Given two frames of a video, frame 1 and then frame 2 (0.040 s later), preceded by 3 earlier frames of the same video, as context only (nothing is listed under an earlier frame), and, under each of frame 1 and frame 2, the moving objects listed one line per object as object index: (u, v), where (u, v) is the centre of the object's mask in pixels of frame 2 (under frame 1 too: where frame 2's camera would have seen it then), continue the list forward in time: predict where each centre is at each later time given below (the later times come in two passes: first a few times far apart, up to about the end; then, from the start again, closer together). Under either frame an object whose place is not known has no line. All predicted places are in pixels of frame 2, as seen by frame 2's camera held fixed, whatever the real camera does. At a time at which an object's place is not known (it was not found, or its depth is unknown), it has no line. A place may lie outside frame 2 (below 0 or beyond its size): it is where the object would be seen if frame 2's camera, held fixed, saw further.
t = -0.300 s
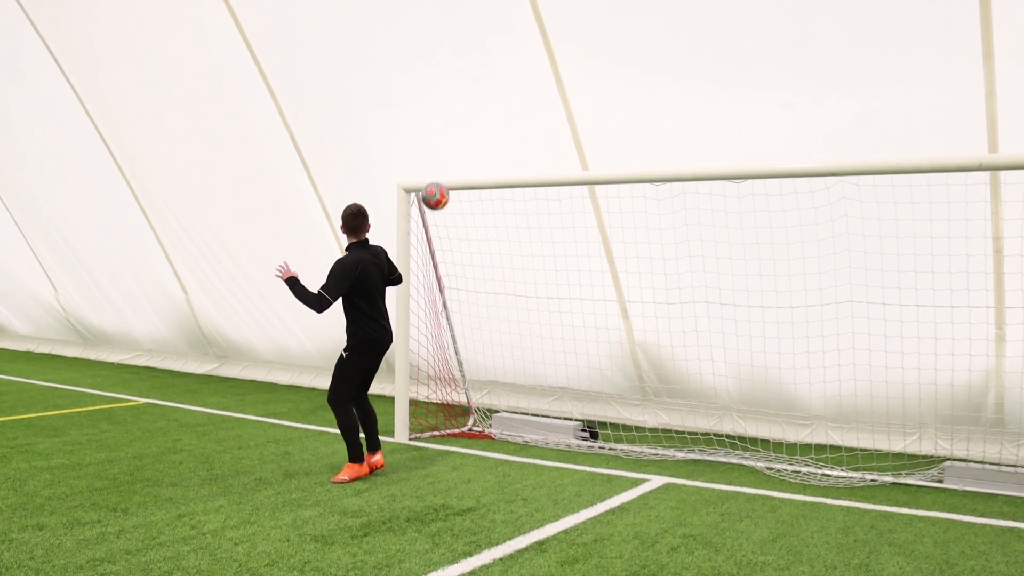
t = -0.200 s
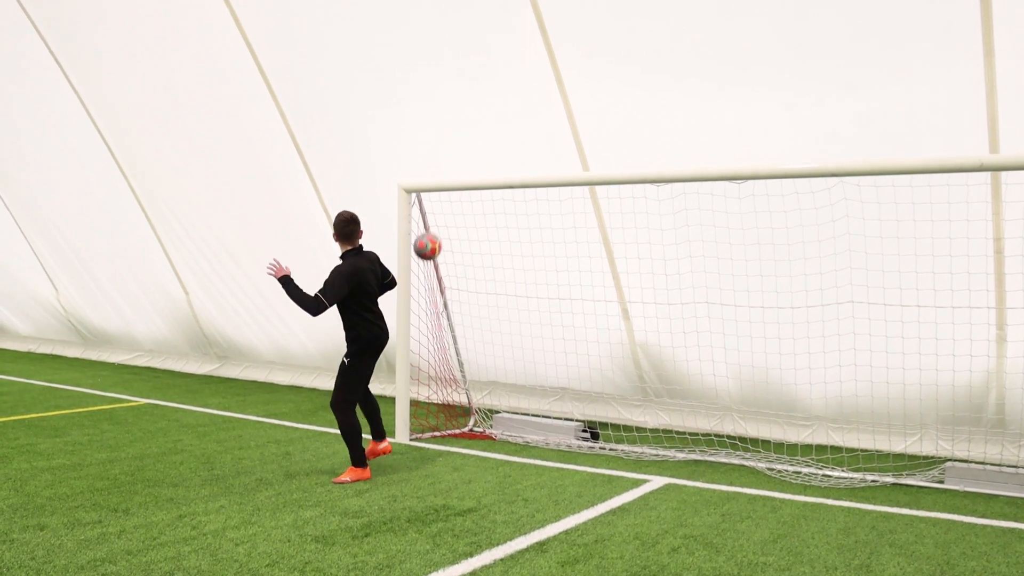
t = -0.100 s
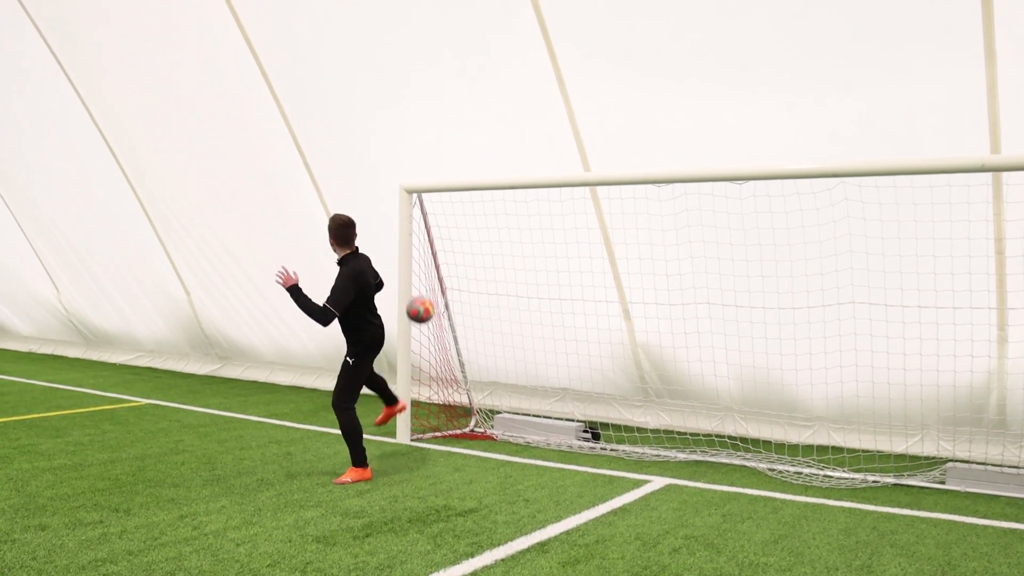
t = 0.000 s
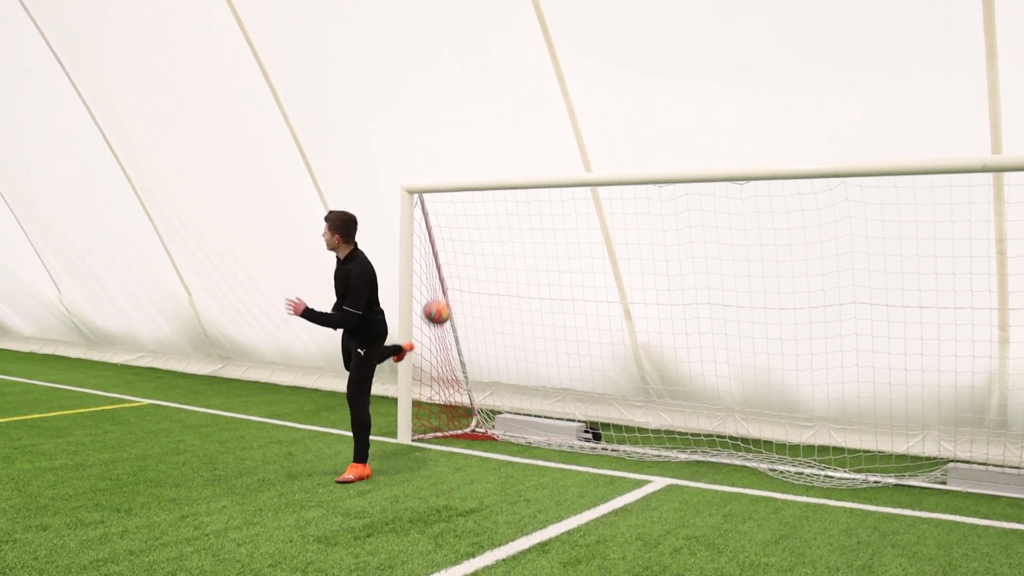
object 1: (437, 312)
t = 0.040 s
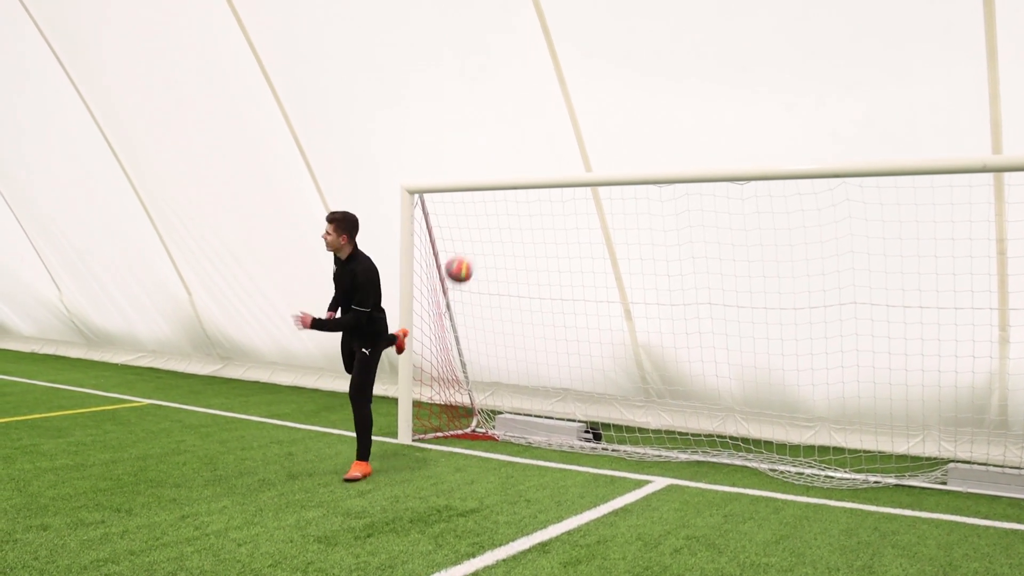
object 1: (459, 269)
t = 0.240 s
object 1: (574, 81)
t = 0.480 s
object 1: (605, 13)
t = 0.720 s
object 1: (607, 53)
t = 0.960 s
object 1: (609, 226)
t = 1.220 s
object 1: (600, 566)
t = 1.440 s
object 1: (628, 400)
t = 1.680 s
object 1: (653, 320)
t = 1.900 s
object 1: (675, 378)
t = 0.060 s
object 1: (470, 249)
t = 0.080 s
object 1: (481, 228)
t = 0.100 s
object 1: (492, 209)
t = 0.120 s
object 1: (504, 190)
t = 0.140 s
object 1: (515, 171)
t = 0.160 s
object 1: (527, 151)
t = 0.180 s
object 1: (539, 133)
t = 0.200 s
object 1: (550, 115)
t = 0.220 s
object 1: (562, 98)
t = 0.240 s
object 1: (574, 81)
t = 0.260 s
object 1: (586, 65)
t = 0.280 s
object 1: (598, 49)
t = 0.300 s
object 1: (604, 39)
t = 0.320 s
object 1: (604, 34)
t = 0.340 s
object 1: (604, 30)
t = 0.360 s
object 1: (604, 26)
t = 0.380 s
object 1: (604, 22)
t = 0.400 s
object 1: (604, 19)
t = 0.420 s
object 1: (604, 16)
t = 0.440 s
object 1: (605, 14)
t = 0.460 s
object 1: (605, 13)
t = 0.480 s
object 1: (605, 13)
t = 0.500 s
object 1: (605, 12)
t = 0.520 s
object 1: (605, 12)
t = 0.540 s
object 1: (605, 13)
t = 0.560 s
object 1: (605, 14)
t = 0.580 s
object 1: (605, 16)
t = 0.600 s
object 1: (605, 19)
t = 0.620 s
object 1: (606, 23)
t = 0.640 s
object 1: (606, 27)
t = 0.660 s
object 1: (606, 32)
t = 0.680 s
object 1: (606, 38)
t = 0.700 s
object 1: (607, 45)
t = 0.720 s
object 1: (607, 53)
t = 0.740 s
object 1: (607, 61)
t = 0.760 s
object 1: (607, 70)
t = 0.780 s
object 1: (608, 81)
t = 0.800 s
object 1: (608, 92)
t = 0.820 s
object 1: (608, 105)
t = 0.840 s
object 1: (608, 119)
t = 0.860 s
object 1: (609, 134)
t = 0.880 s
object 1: (609, 149)
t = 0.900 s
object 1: (609, 167)
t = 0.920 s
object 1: (608, 185)
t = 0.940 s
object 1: (609, 204)
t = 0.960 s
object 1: (609, 226)
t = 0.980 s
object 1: (609, 248)
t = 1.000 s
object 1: (609, 272)
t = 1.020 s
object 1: (609, 299)
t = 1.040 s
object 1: (610, 325)
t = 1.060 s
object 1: (609, 355)
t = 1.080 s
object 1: (609, 385)
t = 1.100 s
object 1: (607, 418)
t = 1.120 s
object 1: (604, 449)
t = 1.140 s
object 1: (603, 486)
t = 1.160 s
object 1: (600, 526)
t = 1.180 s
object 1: (598, 555)
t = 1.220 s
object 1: (600, 566)
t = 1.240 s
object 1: (602, 557)
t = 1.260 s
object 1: (605, 544)
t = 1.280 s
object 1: (607, 526)
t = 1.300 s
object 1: (610, 507)
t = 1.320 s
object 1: (613, 489)
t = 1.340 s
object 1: (616, 471)
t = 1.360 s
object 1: (618, 455)
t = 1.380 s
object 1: (621, 440)
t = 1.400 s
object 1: (624, 426)
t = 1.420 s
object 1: (625, 412)
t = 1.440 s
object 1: (628, 400)
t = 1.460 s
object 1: (630, 388)
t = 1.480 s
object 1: (632, 377)
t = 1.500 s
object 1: (635, 367)
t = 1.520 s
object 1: (637, 357)
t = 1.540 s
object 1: (639, 349)
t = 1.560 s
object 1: (641, 342)
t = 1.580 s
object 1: (643, 336)
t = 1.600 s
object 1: (645, 330)
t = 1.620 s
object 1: (647, 326)
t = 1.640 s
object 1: (649, 323)
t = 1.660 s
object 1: (652, 321)
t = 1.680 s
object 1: (653, 320)
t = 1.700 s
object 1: (656, 320)
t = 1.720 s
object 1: (658, 321)
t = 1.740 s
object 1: (660, 323)
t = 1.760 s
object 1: (662, 326)
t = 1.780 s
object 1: (664, 330)
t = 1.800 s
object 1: (666, 335)
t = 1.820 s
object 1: (668, 341)
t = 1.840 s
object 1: (670, 348)
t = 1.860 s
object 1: (672, 357)
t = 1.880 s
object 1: (673, 366)
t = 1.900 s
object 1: (675, 378)
